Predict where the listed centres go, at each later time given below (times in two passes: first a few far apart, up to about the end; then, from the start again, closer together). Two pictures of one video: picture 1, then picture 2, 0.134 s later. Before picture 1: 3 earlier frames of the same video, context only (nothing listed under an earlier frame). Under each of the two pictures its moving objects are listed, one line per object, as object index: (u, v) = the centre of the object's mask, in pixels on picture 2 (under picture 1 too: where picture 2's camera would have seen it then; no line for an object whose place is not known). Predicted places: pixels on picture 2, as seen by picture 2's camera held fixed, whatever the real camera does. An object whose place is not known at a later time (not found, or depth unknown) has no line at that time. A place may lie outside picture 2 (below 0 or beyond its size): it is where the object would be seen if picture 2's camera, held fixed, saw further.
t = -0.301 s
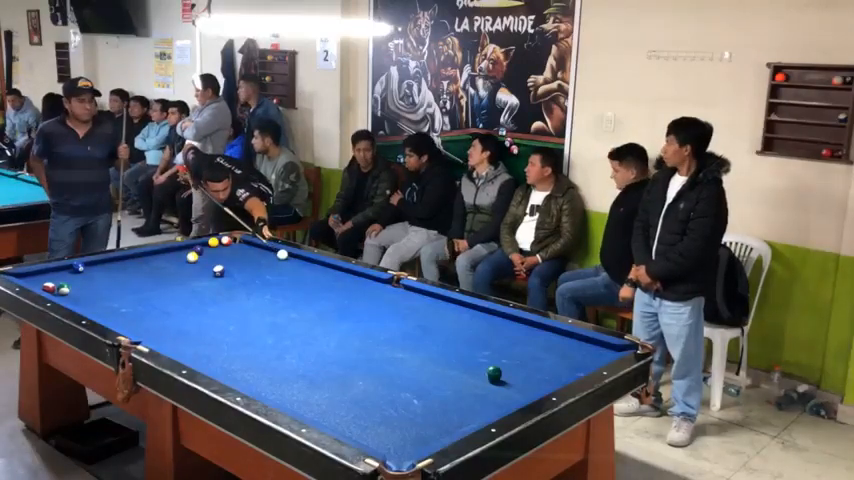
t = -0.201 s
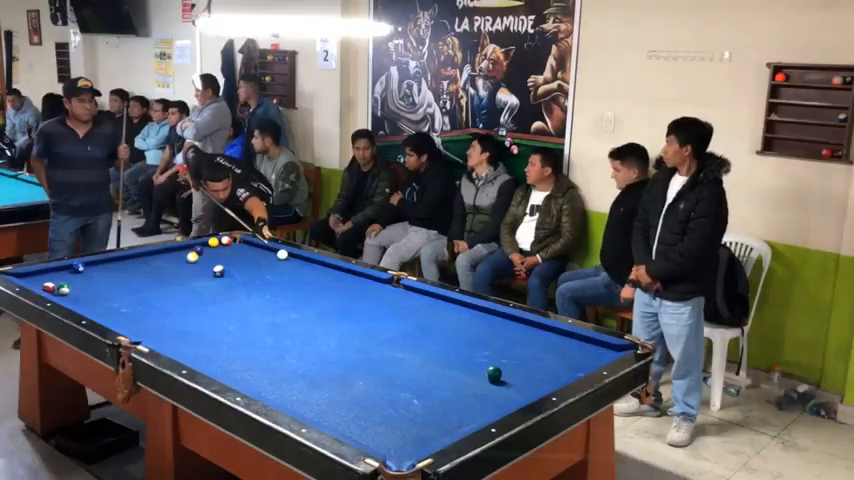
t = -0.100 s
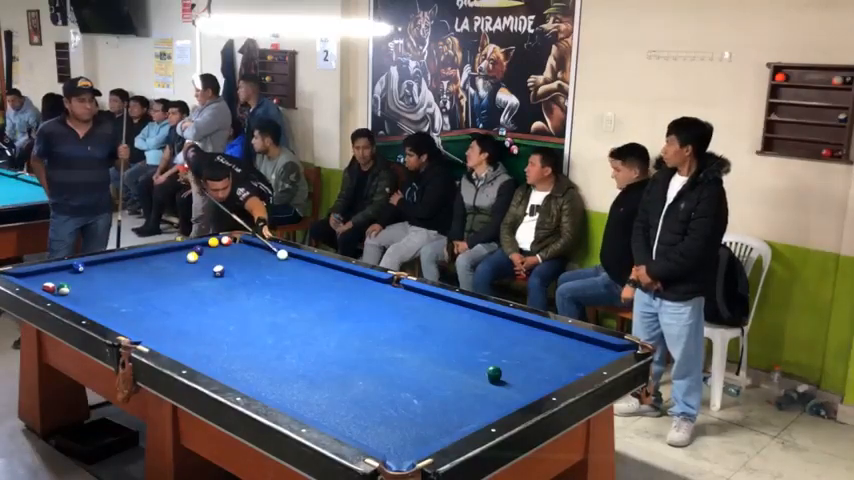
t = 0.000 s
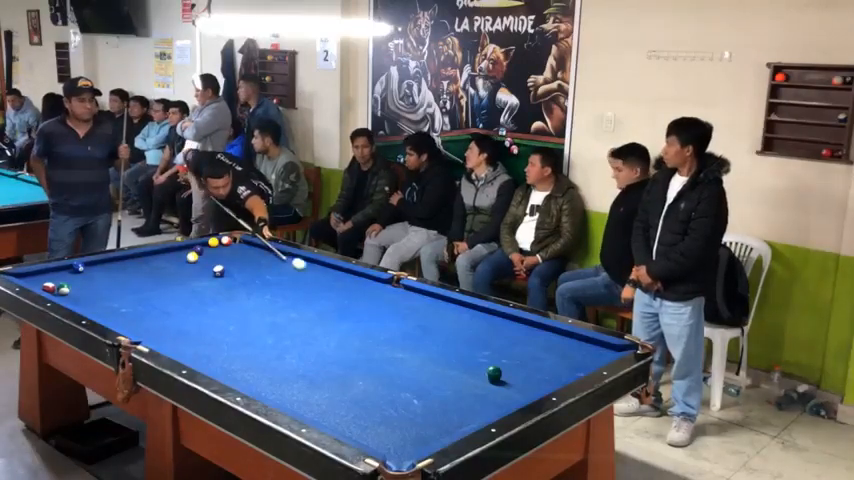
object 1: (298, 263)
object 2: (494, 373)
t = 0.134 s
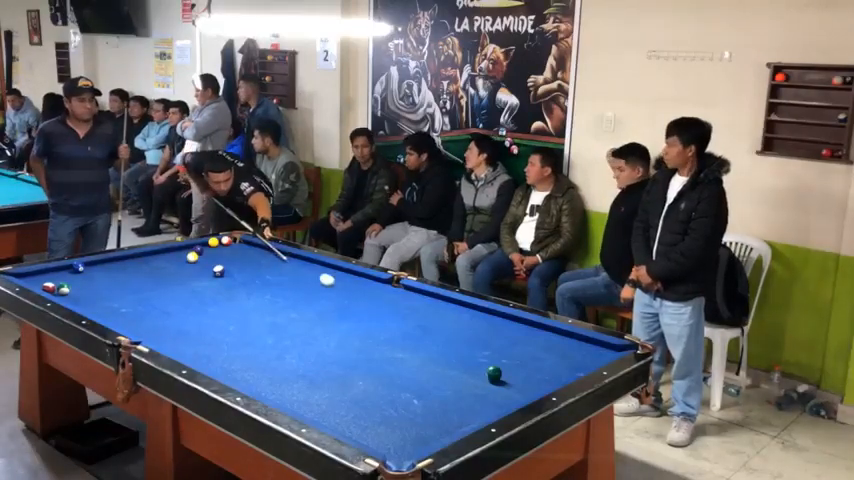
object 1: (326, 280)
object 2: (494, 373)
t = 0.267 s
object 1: (354, 296)
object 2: (494, 373)
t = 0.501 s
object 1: (408, 328)
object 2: (494, 373)
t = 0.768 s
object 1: (474, 375)
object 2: (506, 374)
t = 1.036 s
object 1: (465, 420)
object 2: (542, 374)
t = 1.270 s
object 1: (388, 435)
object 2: (523, 362)
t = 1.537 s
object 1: (356, 415)
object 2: (504, 351)
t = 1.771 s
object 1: (351, 391)
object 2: (489, 341)
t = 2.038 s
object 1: (346, 367)
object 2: (474, 332)
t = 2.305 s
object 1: (343, 347)
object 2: (460, 323)
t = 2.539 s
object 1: (339, 332)
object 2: (449, 316)
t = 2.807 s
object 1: (336, 317)
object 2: (438, 309)
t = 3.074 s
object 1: (333, 304)
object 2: (428, 302)
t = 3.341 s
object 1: (330, 291)
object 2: (418, 296)
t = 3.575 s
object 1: (327, 282)
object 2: (411, 291)
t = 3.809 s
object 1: (325, 274)
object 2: (404, 287)
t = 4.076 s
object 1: (323, 266)
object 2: (394, 285)
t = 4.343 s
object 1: (310, 263)
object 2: (384, 284)
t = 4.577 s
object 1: (297, 262)
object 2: (376, 283)
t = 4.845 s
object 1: (282, 260)
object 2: (368, 282)
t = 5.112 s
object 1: (270, 259)
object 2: (361, 280)
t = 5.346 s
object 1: (259, 258)
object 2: (357, 279)
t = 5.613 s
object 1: (249, 257)
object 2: (353, 278)
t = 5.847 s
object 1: (240, 256)
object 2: (351, 278)
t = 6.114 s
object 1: (231, 256)
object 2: (348, 277)
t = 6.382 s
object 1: (224, 255)
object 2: (347, 276)
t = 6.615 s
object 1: (219, 255)
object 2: (347, 276)
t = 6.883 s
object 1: (214, 254)
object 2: (347, 275)
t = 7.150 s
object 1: (210, 254)
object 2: (348, 275)
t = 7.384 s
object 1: (207, 254)
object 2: (348, 275)
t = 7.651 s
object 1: (204, 253)
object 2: (348, 275)
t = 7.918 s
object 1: (204, 253)
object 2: (348, 275)
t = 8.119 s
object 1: (204, 253)
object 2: (348, 276)
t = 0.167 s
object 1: (333, 284)
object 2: (494, 373)
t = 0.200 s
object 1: (340, 288)
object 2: (494, 373)
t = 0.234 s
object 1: (347, 292)
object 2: (494, 373)
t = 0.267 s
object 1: (354, 296)
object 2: (494, 373)
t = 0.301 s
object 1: (361, 300)
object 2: (494, 373)
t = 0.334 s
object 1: (368, 304)
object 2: (494, 373)
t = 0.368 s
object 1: (375, 308)
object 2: (494, 373)
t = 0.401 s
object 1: (383, 313)
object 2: (494, 373)
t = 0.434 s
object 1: (391, 318)
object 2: (494, 373)
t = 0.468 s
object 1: (399, 323)
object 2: (494, 373)
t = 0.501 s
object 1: (408, 328)
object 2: (494, 373)
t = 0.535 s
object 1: (417, 334)
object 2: (494, 373)
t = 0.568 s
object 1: (426, 339)
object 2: (494, 373)
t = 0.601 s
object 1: (435, 345)
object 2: (494, 373)
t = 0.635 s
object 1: (445, 351)
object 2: (494, 373)
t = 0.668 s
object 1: (455, 357)
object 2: (494, 373)
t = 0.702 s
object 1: (466, 364)
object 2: (494, 373)
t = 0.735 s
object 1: (476, 370)
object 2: (495, 373)
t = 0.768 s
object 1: (474, 375)
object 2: (506, 374)
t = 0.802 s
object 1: (471, 381)
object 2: (518, 376)
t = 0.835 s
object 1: (469, 386)
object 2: (528, 378)
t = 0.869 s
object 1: (468, 391)
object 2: (538, 379)
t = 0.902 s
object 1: (468, 397)
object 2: (547, 379)
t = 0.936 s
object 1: (467, 403)
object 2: (550, 379)
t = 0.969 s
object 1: (467, 410)
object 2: (546, 377)
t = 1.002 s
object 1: (466, 415)
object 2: (544, 376)
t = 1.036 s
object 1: (465, 420)
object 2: (542, 374)
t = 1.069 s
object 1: (455, 423)
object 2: (539, 373)
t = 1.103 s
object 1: (444, 426)
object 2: (536, 371)
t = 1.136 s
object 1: (433, 428)
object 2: (534, 369)
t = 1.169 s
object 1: (422, 430)
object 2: (531, 367)
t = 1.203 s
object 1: (411, 432)
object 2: (529, 366)
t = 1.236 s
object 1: (400, 433)
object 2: (526, 364)
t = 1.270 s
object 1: (388, 435)
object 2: (523, 362)
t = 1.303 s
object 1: (376, 436)
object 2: (521, 361)
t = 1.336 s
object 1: (365, 436)
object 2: (518, 360)
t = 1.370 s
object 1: (360, 433)
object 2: (516, 358)
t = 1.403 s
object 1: (359, 431)
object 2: (513, 357)
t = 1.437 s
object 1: (359, 427)
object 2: (511, 355)
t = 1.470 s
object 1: (358, 423)
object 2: (509, 354)
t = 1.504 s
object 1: (357, 419)
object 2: (507, 352)
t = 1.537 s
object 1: (356, 415)
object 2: (504, 351)
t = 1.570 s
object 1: (356, 412)
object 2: (502, 350)
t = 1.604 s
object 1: (355, 408)
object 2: (500, 347)
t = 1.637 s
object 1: (354, 405)
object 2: (498, 346)
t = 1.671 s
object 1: (353, 401)
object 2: (496, 346)
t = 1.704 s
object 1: (352, 397)
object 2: (494, 344)
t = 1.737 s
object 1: (352, 395)
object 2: (492, 343)
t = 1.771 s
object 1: (351, 391)
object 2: (489, 341)
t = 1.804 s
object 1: (351, 388)
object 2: (487, 340)
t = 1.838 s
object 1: (350, 385)
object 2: (485, 339)
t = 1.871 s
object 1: (349, 382)
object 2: (483, 338)
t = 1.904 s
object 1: (349, 379)
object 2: (482, 337)
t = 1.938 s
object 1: (348, 376)
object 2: (480, 335)
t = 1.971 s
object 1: (347, 373)
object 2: (478, 334)
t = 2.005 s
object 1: (347, 370)
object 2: (476, 333)
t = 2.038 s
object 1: (346, 367)
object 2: (474, 332)
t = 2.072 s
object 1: (346, 365)
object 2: (472, 331)
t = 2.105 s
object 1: (345, 362)
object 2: (470, 330)
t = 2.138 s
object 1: (345, 360)
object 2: (469, 328)
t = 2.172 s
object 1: (344, 357)
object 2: (467, 327)
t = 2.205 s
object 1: (344, 355)
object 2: (465, 326)
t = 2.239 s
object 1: (343, 352)
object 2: (464, 325)
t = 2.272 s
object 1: (343, 350)
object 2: (462, 325)
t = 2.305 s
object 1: (343, 347)
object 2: (460, 323)
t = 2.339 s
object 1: (342, 345)
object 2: (459, 322)
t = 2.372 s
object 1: (341, 343)
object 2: (457, 320)
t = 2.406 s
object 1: (341, 341)
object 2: (455, 319)
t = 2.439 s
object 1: (341, 339)
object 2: (454, 319)
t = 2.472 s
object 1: (340, 336)
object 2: (453, 318)
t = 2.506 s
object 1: (340, 334)
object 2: (451, 317)
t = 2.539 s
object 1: (339, 332)
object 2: (449, 316)
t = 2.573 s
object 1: (339, 330)
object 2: (448, 315)
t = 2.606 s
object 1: (338, 328)
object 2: (447, 314)
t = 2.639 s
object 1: (338, 326)
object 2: (445, 313)
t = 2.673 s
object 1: (338, 324)
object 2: (444, 313)
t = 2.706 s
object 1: (337, 323)
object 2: (443, 312)
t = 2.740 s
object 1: (337, 321)
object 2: (441, 311)
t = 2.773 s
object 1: (336, 319)
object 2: (440, 309)
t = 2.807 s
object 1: (336, 317)
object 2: (438, 309)
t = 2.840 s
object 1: (335, 315)
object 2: (437, 308)
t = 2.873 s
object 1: (335, 314)
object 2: (436, 307)
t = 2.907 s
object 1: (335, 312)
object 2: (435, 307)
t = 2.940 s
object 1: (334, 310)
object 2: (433, 306)
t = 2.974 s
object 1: (334, 309)
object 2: (432, 305)
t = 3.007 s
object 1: (333, 307)
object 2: (431, 304)
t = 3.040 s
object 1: (333, 305)
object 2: (430, 303)
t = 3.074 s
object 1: (333, 304)
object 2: (428, 302)
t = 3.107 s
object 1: (332, 302)
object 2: (427, 301)
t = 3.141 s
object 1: (332, 301)
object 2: (426, 301)
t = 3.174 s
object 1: (332, 299)
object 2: (425, 301)
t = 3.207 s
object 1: (331, 298)
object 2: (424, 299)
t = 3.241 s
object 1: (331, 296)
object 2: (423, 298)
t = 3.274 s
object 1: (330, 294)
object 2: (420, 297)
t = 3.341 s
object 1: (330, 291)
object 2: (418, 296)
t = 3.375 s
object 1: (329, 290)
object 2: (417, 295)
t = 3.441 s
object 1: (329, 287)
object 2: (415, 294)
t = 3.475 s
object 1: (328, 286)
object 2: (414, 293)
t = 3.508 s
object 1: (328, 285)
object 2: (413, 293)
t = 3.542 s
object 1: (328, 283)
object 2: (412, 291)
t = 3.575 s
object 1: (327, 282)
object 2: (411, 291)
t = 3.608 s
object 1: (327, 281)
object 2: (409, 291)
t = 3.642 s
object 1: (327, 280)
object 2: (409, 290)
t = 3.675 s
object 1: (327, 278)
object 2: (408, 290)
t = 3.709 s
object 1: (326, 277)
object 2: (407, 289)
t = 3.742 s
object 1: (326, 276)
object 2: (406, 288)
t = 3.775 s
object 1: (326, 275)
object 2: (405, 287)
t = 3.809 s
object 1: (325, 274)
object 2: (404, 287)
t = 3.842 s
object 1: (325, 273)
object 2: (403, 287)
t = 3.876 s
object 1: (325, 272)
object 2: (401, 286)
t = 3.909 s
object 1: (325, 271)
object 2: (400, 286)
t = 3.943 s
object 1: (324, 270)
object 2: (398, 286)
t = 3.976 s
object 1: (324, 269)
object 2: (397, 286)
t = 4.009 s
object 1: (324, 268)
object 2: (396, 286)
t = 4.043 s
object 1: (324, 267)
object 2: (395, 285)
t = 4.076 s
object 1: (323, 266)
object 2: (394, 285)
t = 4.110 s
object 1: (323, 265)
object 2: (392, 285)
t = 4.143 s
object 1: (322, 264)
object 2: (391, 285)
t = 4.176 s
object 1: (320, 264)
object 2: (390, 285)
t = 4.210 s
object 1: (318, 264)
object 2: (389, 285)
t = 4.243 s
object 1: (316, 263)
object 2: (388, 284)
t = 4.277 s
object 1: (314, 263)
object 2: (387, 284)
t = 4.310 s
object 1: (312, 263)
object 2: (385, 284)
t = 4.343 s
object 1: (310, 263)
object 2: (384, 284)
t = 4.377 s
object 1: (308, 263)
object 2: (383, 284)
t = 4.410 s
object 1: (306, 263)
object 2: (382, 284)
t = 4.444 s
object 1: (304, 262)
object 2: (381, 283)
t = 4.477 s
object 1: (302, 262)
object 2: (379, 283)
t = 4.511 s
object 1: (300, 262)
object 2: (378, 283)
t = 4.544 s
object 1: (299, 262)
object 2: (377, 283)
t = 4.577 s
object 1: (297, 262)
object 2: (376, 283)
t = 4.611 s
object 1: (295, 261)
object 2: (375, 282)
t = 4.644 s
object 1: (293, 261)
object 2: (374, 282)
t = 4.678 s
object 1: (291, 261)
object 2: (373, 282)
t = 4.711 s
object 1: (289, 261)
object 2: (372, 282)
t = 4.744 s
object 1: (288, 261)
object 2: (371, 282)
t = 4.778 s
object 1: (286, 261)
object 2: (370, 282)
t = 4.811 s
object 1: (285, 261)
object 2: (369, 282)
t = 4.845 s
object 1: (282, 260)
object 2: (368, 282)
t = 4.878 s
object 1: (281, 260)
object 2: (367, 281)
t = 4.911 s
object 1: (279, 260)
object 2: (367, 281)
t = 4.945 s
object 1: (278, 260)
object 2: (365, 281)
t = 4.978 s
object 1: (276, 260)
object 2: (365, 281)
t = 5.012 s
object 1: (275, 260)
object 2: (364, 281)
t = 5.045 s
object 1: (273, 259)
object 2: (363, 280)
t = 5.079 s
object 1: (271, 259)
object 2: (362, 280)
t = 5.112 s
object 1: (270, 259)
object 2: (361, 280)
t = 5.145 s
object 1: (268, 259)
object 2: (361, 280)
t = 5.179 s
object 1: (267, 259)
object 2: (360, 280)
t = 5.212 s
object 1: (265, 259)
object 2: (359, 280)
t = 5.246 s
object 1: (264, 259)
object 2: (358, 279)
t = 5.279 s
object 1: (262, 259)
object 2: (358, 279)
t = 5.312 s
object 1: (261, 259)
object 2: (357, 279)
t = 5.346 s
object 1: (259, 258)
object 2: (357, 279)
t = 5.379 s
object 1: (258, 258)
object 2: (356, 279)
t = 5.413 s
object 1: (257, 258)
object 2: (356, 279)
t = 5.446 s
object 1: (255, 258)
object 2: (355, 279)
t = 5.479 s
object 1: (254, 258)
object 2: (355, 279)
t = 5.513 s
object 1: (253, 258)
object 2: (355, 279)
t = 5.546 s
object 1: (251, 258)
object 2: (354, 278)
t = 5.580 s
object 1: (250, 257)
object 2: (353, 278)
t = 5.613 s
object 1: (249, 257)
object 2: (353, 278)
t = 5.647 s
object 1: (248, 257)
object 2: (352, 278)
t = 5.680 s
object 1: (247, 257)
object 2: (352, 278)
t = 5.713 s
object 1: (245, 257)
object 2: (352, 278)
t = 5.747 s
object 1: (244, 257)
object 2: (352, 278)
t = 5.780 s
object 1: (243, 257)
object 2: (351, 278)
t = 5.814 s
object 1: (242, 256)
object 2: (351, 278)
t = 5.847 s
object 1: (240, 256)
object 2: (351, 278)
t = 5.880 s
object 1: (239, 256)
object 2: (350, 277)
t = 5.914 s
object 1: (238, 256)
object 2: (350, 277)
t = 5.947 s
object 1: (237, 256)
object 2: (350, 277)
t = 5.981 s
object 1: (236, 256)
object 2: (349, 277)
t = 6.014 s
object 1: (235, 256)
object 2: (349, 277)
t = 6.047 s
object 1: (233, 256)
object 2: (349, 277)
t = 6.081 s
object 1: (233, 256)
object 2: (349, 277)
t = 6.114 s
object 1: (231, 256)
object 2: (348, 277)
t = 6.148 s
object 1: (231, 256)
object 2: (348, 277)
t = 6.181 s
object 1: (230, 256)
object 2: (348, 277)
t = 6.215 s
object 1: (229, 255)
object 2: (348, 276)
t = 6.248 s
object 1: (228, 255)
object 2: (348, 276)
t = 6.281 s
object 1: (227, 255)
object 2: (348, 276)
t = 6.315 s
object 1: (226, 255)
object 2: (347, 276)
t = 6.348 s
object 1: (225, 255)
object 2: (348, 276)
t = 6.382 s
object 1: (224, 255)
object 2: (347, 276)
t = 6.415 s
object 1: (223, 255)
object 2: (347, 276)
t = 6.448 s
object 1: (222, 255)
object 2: (347, 276)
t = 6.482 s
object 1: (222, 255)
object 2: (347, 276)
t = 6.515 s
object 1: (221, 255)
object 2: (347, 276)
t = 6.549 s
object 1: (220, 255)
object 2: (347, 276)
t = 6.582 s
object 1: (219, 255)
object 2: (347, 276)
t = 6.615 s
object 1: (219, 255)
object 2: (347, 276)
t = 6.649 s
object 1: (218, 255)
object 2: (347, 276)
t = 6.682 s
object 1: (217, 254)
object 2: (347, 276)
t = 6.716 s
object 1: (217, 255)
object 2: (347, 276)
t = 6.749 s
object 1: (216, 255)
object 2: (347, 276)
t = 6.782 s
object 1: (215, 254)
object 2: (347, 276)
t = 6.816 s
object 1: (215, 255)
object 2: (347, 275)
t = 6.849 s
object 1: (214, 254)
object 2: (347, 275)
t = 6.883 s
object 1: (214, 254)
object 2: (347, 275)
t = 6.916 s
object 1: (213, 254)
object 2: (347, 275)
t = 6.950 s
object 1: (213, 254)
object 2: (347, 275)
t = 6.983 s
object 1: (212, 254)
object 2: (347, 275)
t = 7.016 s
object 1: (212, 254)
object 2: (348, 275)
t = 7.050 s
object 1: (211, 254)
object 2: (348, 275)
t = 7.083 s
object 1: (210, 254)
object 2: (348, 275)
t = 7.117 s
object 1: (210, 254)
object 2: (348, 275)
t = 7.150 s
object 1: (210, 254)
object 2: (348, 275)
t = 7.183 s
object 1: (209, 254)
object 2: (348, 275)
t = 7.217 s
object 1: (209, 254)
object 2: (348, 275)
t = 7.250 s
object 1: (208, 254)
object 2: (348, 276)
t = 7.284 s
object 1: (209, 254)
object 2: (348, 275)
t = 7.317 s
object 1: (208, 254)
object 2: (348, 275)
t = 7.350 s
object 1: (207, 254)
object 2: (348, 275)
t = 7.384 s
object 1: (207, 254)
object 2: (348, 275)
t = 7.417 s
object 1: (206, 254)
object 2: (347, 276)
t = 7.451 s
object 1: (206, 254)
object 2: (347, 276)
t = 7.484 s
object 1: (206, 254)
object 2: (347, 276)
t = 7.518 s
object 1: (205, 254)
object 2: (348, 275)
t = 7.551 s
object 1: (205, 254)
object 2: (347, 275)
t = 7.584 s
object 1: (205, 254)
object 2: (348, 275)
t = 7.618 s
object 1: (205, 254)
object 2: (348, 275)
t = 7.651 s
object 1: (204, 253)
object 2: (348, 275)
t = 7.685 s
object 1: (204, 254)
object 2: (348, 275)
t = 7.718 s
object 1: (204, 253)
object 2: (347, 276)
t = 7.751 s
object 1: (204, 253)
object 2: (348, 275)
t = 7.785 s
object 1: (204, 253)
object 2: (348, 275)
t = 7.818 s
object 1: (204, 253)
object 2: (348, 275)
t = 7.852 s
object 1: (204, 254)
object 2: (347, 275)
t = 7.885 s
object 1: (204, 253)
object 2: (348, 275)
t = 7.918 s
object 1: (204, 253)
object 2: (348, 275)
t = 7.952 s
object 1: (204, 253)
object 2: (347, 275)
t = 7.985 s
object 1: (204, 253)
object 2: (347, 276)
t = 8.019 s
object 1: (204, 253)
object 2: (348, 275)
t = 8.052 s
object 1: (204, 253)
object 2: (348, 275)
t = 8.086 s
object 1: (204, 253)
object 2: (348, 275)
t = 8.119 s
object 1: (204, 253)
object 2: (348, 276)
